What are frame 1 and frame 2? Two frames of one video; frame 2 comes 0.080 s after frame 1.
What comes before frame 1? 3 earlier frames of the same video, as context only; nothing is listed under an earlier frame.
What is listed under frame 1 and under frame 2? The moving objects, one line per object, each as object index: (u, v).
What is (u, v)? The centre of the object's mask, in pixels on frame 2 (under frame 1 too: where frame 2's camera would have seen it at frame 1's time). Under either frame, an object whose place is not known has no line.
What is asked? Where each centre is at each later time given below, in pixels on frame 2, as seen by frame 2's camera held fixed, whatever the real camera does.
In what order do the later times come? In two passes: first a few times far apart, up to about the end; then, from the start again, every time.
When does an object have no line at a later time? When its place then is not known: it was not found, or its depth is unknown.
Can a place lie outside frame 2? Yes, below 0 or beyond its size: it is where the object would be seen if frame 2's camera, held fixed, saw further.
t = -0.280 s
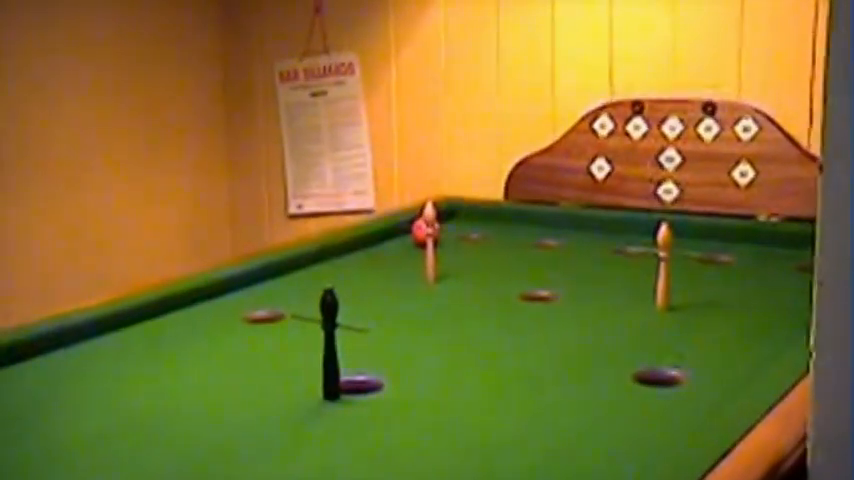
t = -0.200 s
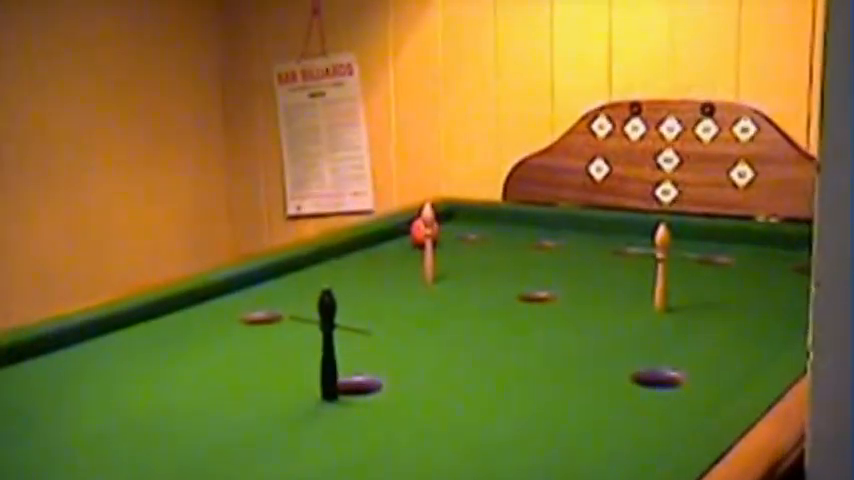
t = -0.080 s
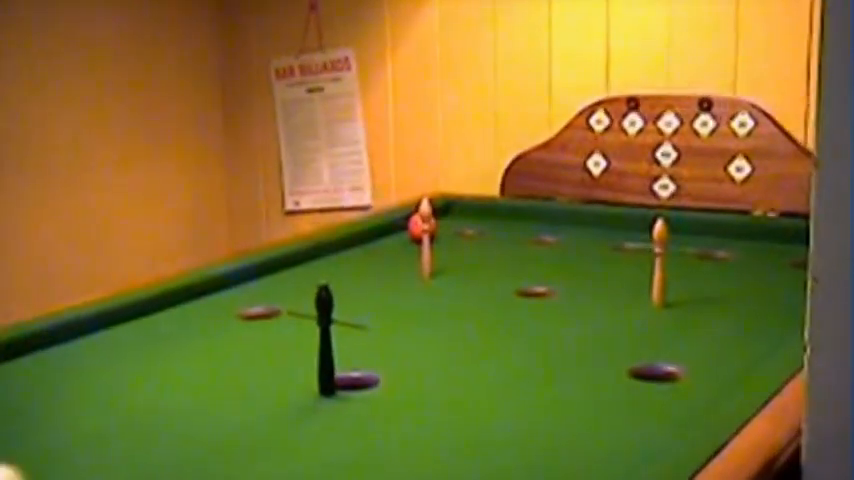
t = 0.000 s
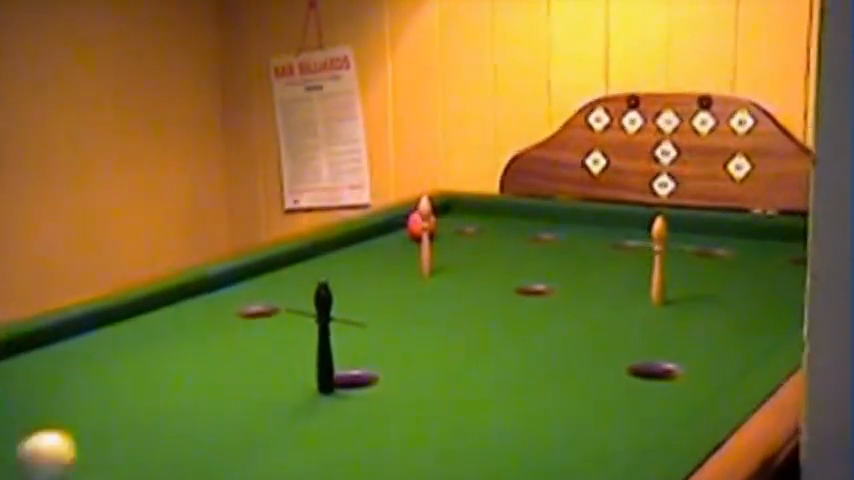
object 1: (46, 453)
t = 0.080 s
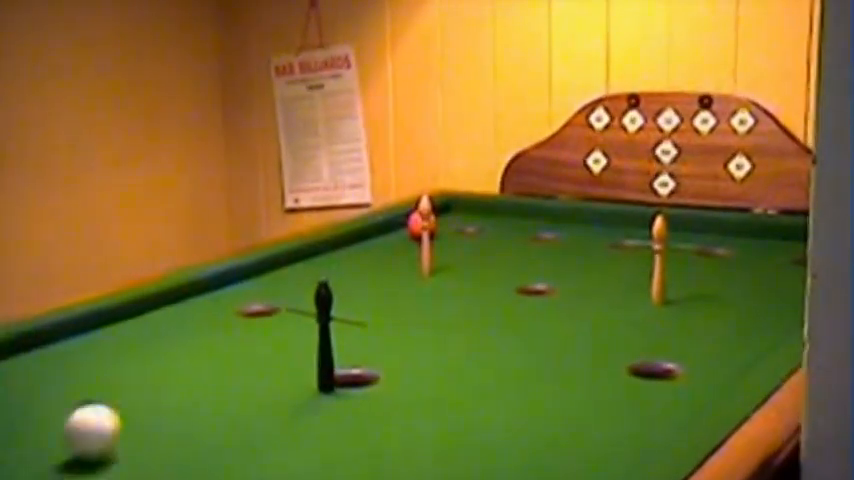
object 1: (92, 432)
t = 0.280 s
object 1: (184, 376)
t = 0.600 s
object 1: (285, 313)
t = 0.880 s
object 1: (348, 275)
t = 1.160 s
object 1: (393, 244)
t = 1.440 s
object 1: (417, 229)
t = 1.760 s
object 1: (439, 224)
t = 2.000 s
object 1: (444, 221)
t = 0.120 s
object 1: (113, 420)
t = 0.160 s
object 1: (132, 407)
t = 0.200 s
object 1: (149, 396)
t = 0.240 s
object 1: (168, 386)
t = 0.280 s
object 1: (184, 376)
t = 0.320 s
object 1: (198, 367)
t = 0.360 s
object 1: (213, 358)
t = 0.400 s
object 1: (227, 349)
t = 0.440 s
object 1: (240, 342)
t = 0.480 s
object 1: (252, 335)
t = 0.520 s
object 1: (264, 327)
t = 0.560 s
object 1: (274, 318)
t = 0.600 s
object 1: (285, 313)
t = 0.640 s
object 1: (295, 307)
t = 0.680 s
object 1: (301, 300)
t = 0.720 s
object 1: (310, 290)
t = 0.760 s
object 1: (326, 284)
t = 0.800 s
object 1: (336, 281)
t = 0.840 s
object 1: (343, 278)
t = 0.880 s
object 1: (348, 275)
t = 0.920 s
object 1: (355, 269)
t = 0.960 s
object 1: (363, 264)
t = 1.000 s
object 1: (369, 259)
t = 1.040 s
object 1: (376, 255)
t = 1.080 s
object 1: (382, 252)
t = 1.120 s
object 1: (388, 247)
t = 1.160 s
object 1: (393, 244)
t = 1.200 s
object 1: (399, 242)
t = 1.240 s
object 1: (404, 237)
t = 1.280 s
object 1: (408, 235)
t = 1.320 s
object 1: (411, 231)
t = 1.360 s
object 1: (412, 230)
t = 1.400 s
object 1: (413, 229)
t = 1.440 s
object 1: (417, 229)
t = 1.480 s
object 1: (422, 227)
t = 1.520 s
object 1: (424, 227)
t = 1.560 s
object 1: (427, 227)
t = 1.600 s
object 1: (430, 227)
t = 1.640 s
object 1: (432, 226)
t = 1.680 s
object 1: (434, 226)
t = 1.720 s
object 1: (438, 225)
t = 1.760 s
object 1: (439, 224)
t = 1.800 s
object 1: (440, 224)
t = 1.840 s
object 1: (442, 223)
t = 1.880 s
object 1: (442, 223)
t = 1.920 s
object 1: (443, 221)
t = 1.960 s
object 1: (443, 221)
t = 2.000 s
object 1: (444, 221)
